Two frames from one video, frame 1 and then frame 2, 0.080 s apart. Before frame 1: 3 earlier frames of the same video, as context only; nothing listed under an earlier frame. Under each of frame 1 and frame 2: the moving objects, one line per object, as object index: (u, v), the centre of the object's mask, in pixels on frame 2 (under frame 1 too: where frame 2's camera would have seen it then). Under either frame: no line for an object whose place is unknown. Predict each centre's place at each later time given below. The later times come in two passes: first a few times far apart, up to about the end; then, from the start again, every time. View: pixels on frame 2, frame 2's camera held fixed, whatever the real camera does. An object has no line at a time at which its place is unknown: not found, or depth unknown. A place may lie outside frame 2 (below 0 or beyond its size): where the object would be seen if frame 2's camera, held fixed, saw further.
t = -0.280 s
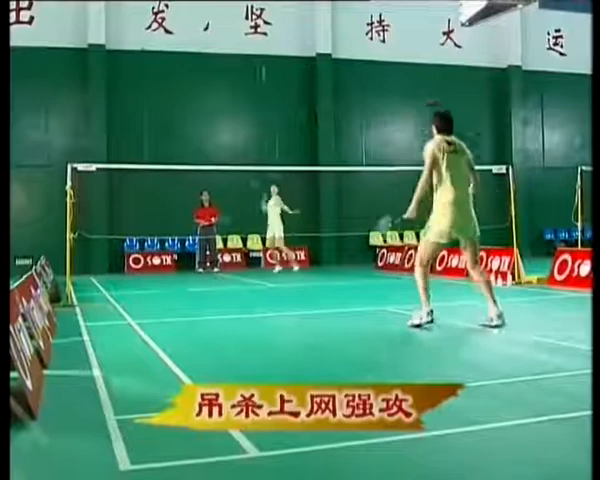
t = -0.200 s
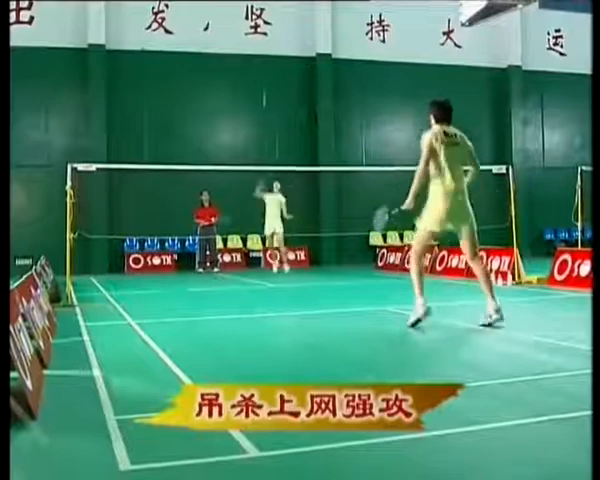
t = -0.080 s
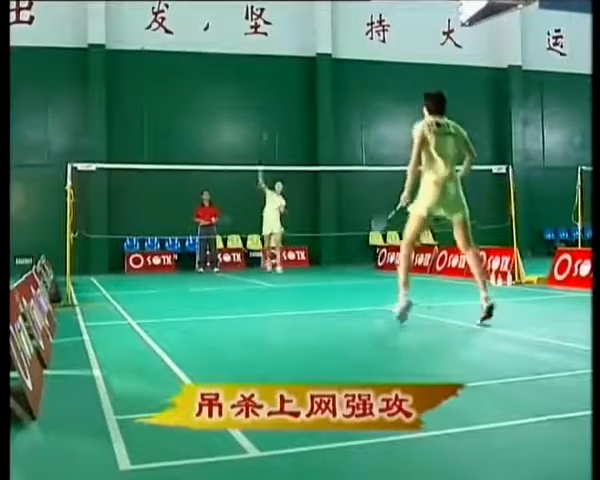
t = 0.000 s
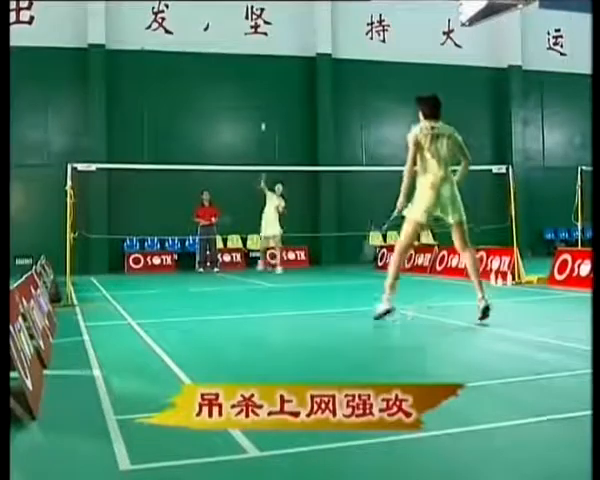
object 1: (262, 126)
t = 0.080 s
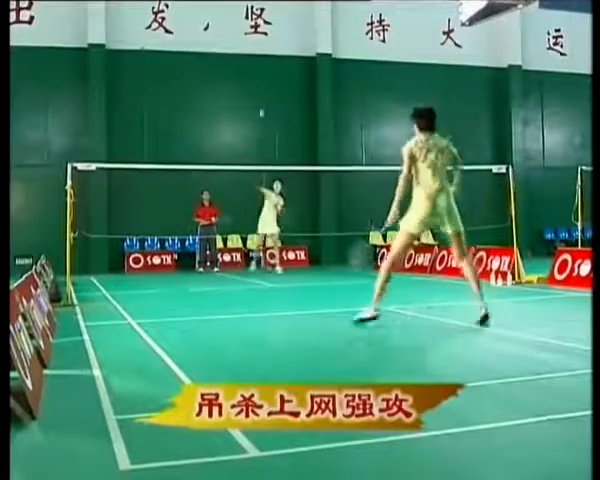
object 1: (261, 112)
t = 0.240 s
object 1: (258, 103)
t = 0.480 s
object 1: (256, 125)
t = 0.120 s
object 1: (260, 108)
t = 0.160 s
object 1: (260, 105)
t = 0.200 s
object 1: (259, 103)
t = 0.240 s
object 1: (258, 103)
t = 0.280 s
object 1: (258, 102)
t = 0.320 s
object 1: (255, 102)
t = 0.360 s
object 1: (256, 106)
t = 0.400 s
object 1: (256, 110)
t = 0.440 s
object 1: (255, 116)
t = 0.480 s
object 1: (256, 125)
